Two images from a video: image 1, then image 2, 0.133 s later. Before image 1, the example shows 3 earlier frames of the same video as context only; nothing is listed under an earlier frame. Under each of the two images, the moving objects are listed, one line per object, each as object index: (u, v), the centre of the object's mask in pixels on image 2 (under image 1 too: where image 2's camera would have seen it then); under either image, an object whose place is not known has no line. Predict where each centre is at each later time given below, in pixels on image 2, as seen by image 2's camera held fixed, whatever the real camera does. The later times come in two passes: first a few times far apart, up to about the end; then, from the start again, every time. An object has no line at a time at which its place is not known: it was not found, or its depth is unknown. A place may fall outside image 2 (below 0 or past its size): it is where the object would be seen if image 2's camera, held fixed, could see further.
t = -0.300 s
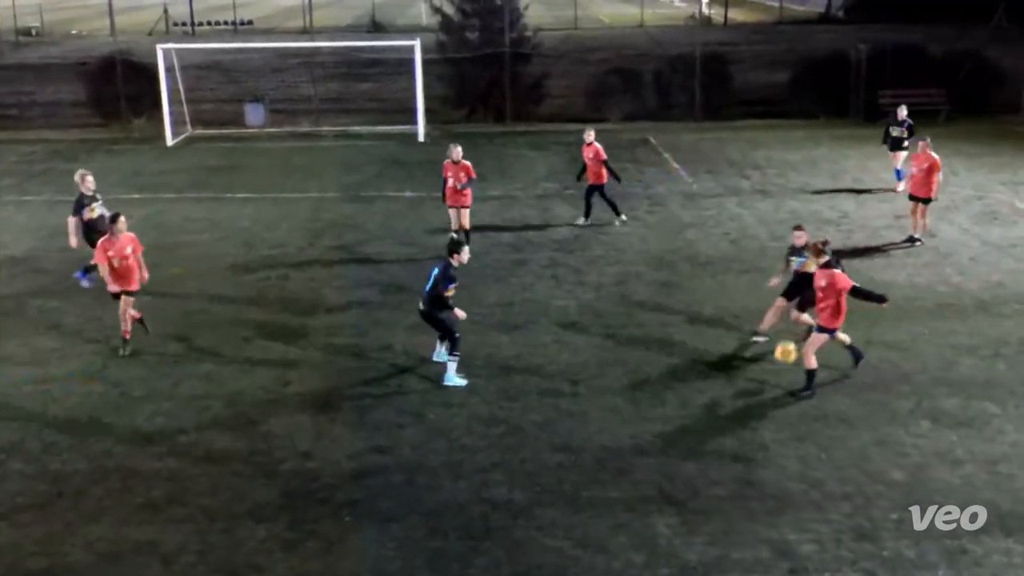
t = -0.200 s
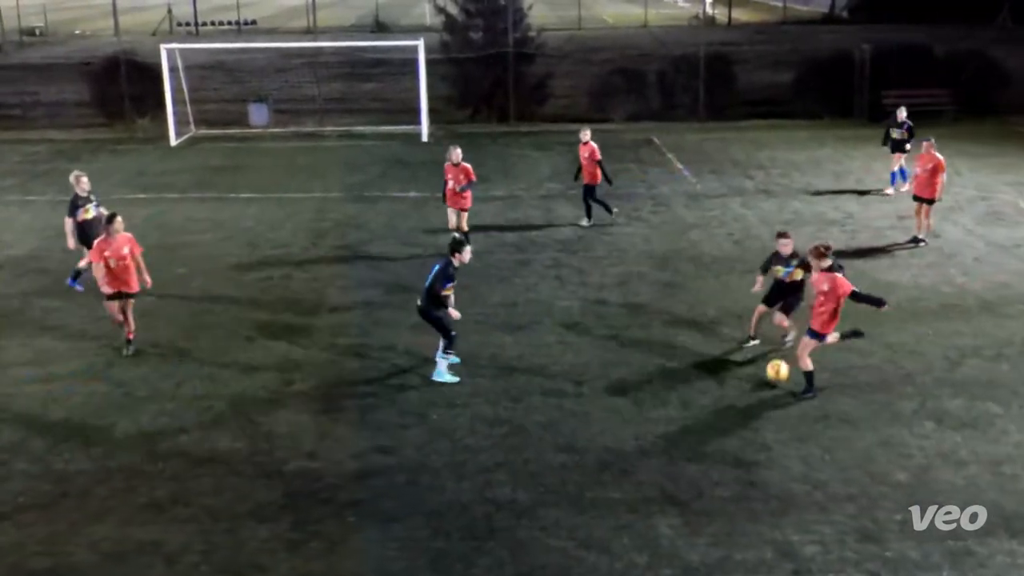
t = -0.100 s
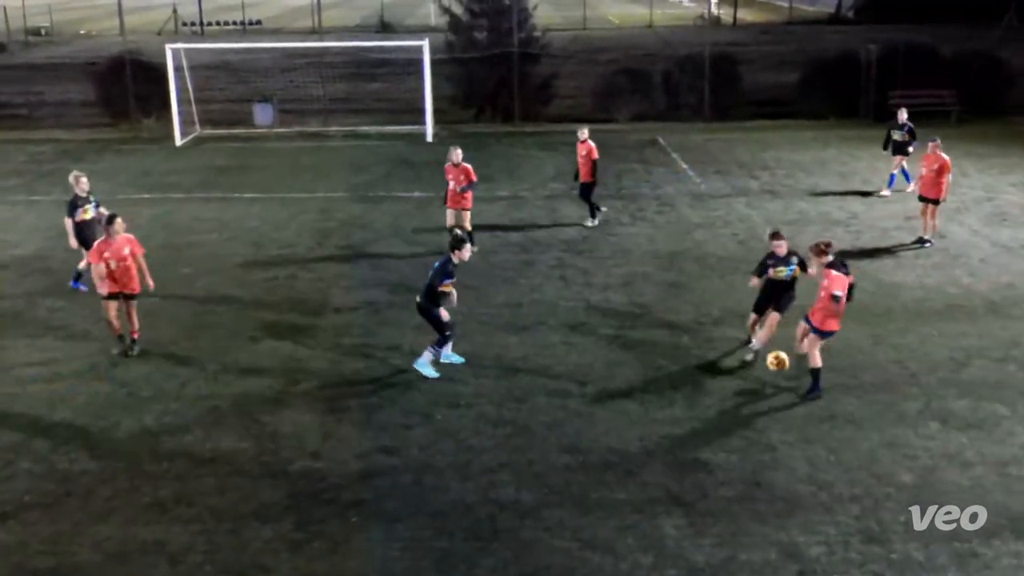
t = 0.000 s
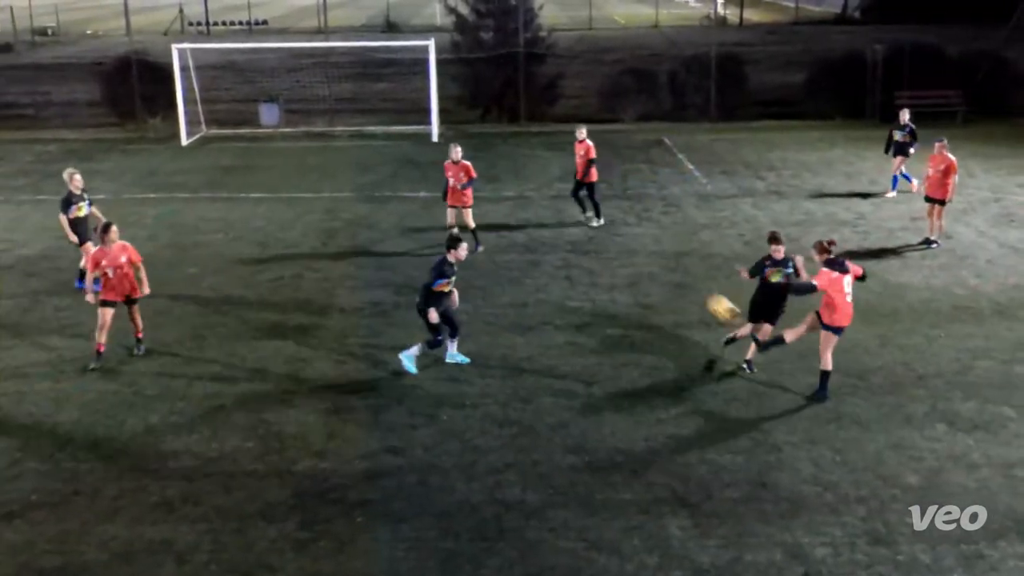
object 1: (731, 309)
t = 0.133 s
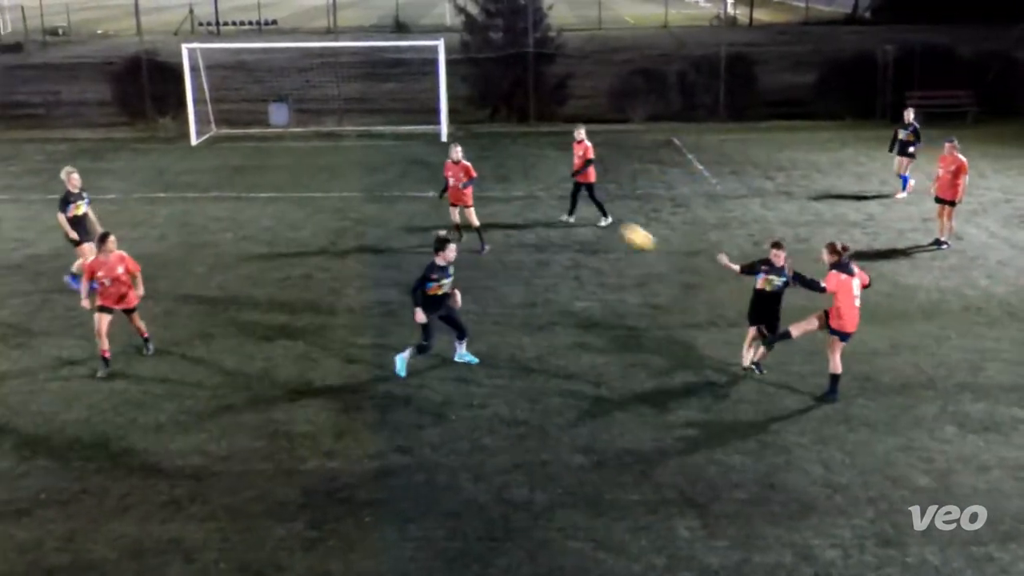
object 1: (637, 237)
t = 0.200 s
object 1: (591, 208)
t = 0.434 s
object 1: (437, 139)
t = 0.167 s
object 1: (615, 222)
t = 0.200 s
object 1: (591, 208)
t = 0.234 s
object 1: (566, 194)
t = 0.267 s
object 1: (544, 181)
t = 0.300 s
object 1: (523, 171)
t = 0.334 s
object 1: (501, 162)
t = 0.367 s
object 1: (480, 153)
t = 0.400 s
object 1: (460, 145)
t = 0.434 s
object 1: (437, 139)
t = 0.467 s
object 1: (416, 133)
